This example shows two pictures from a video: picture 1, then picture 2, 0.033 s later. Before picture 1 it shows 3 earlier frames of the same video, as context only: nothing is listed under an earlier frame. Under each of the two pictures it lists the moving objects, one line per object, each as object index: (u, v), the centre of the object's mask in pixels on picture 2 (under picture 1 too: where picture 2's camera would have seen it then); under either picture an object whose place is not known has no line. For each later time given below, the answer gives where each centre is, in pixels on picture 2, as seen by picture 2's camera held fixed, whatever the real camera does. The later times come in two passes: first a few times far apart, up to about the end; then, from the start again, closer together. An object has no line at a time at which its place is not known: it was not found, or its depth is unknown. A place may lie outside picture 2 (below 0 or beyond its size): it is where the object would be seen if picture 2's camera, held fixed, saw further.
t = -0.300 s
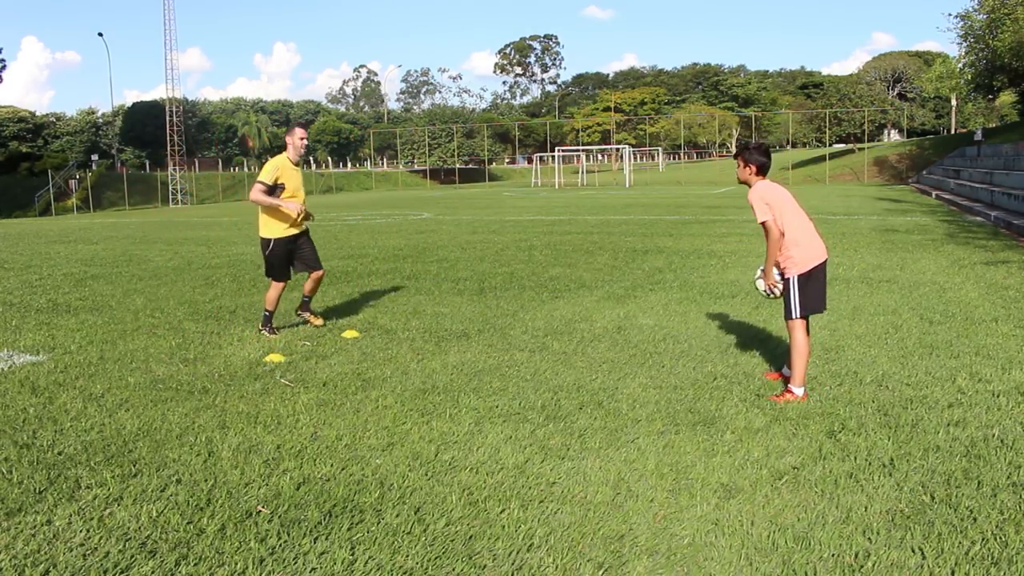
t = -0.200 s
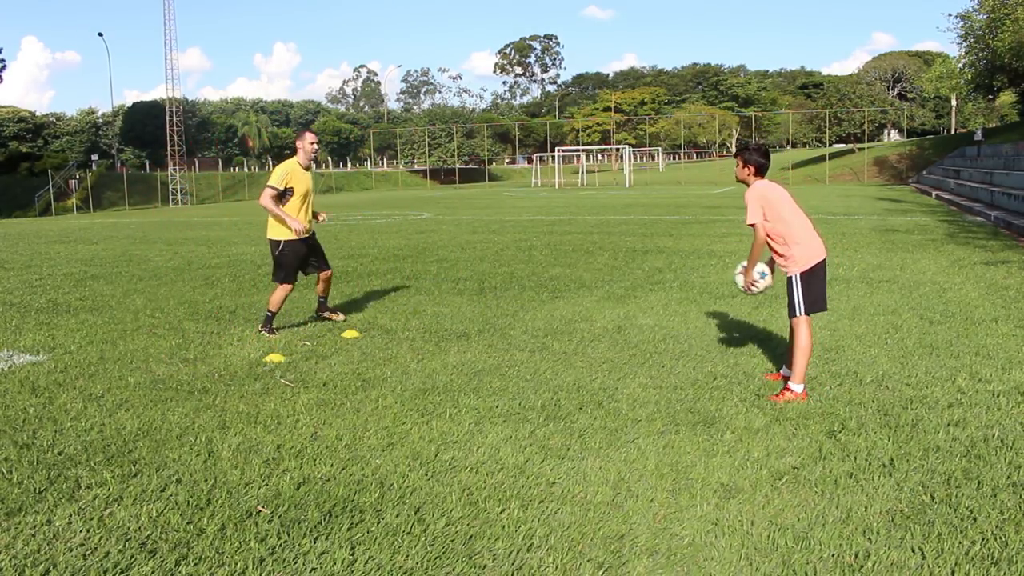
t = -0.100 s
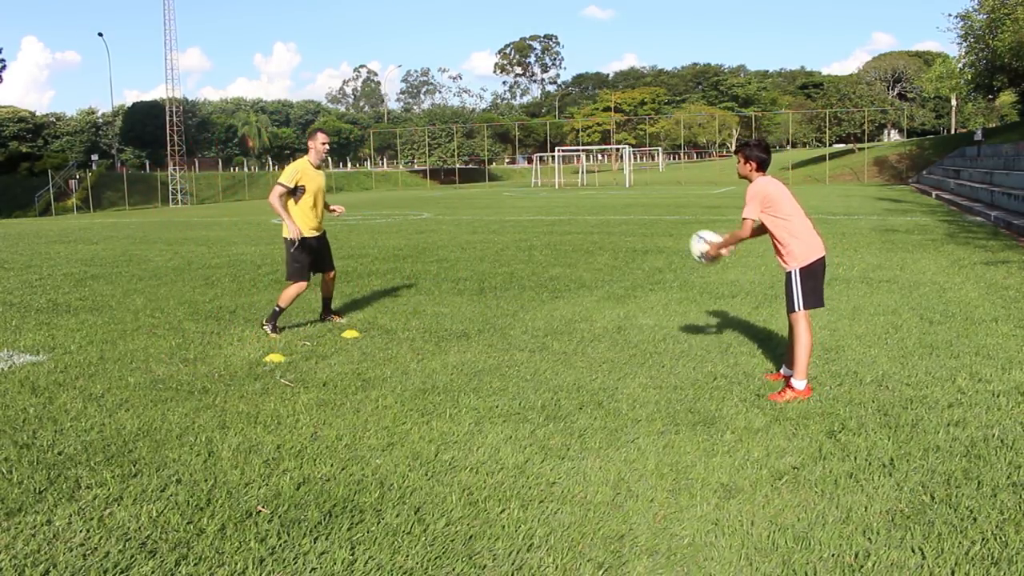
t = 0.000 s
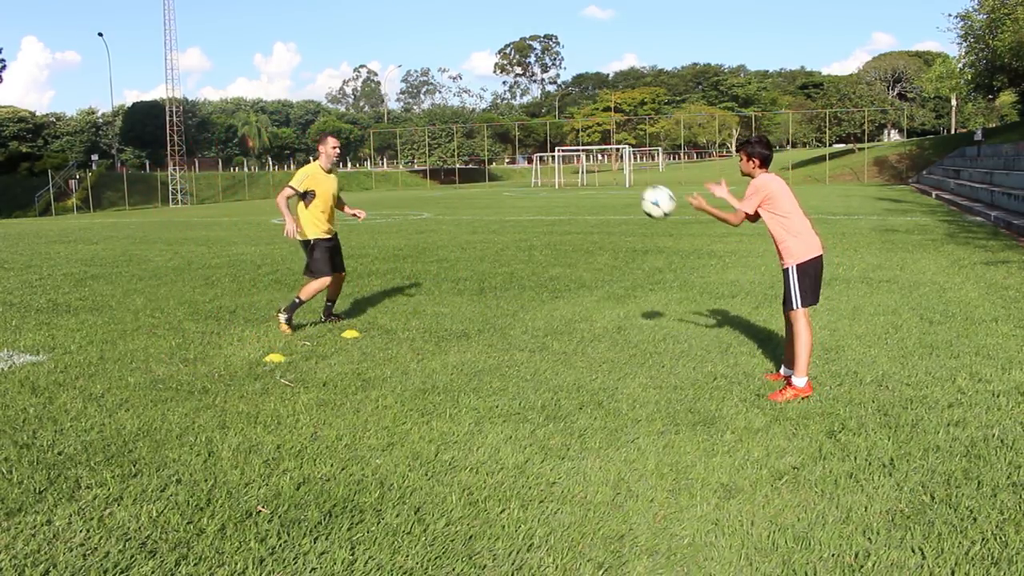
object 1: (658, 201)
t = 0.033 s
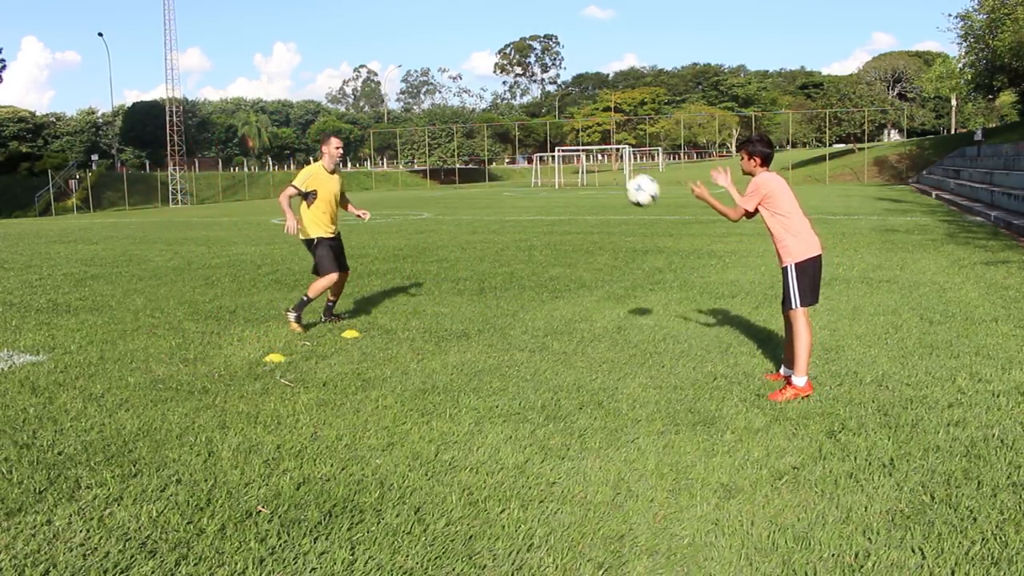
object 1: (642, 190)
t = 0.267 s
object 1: (545, 158)
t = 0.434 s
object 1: (486, 181)
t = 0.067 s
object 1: (627, 181)
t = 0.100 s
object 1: (611, 173)
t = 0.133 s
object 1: (598, 166)
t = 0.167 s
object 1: (584, 162)
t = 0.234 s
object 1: (558, 158)
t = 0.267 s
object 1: (545, 158)
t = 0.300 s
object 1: (532, 159)
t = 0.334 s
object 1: (520, 162)
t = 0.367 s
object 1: (508, 167)
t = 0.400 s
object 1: (497, 173)
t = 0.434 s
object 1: (486, 181)
